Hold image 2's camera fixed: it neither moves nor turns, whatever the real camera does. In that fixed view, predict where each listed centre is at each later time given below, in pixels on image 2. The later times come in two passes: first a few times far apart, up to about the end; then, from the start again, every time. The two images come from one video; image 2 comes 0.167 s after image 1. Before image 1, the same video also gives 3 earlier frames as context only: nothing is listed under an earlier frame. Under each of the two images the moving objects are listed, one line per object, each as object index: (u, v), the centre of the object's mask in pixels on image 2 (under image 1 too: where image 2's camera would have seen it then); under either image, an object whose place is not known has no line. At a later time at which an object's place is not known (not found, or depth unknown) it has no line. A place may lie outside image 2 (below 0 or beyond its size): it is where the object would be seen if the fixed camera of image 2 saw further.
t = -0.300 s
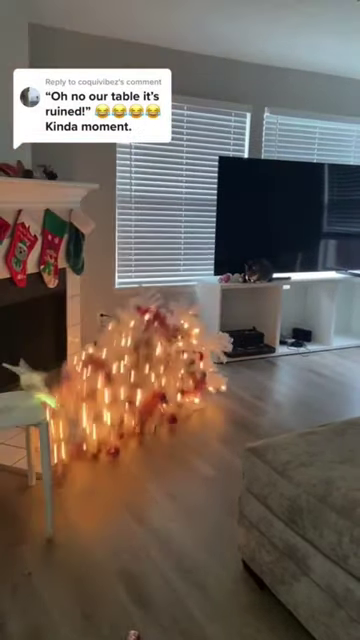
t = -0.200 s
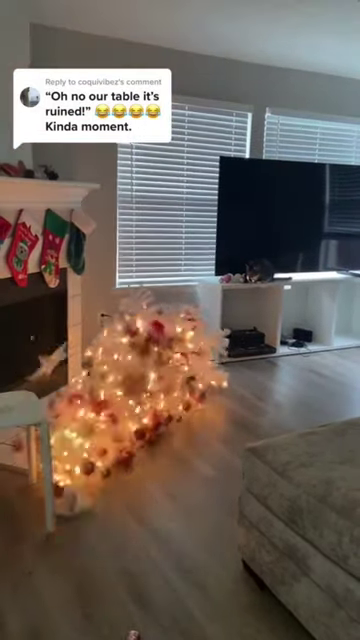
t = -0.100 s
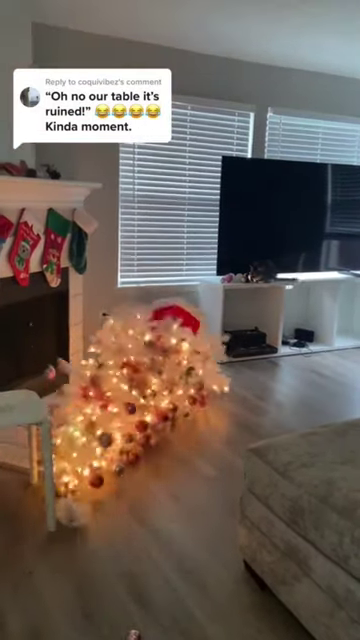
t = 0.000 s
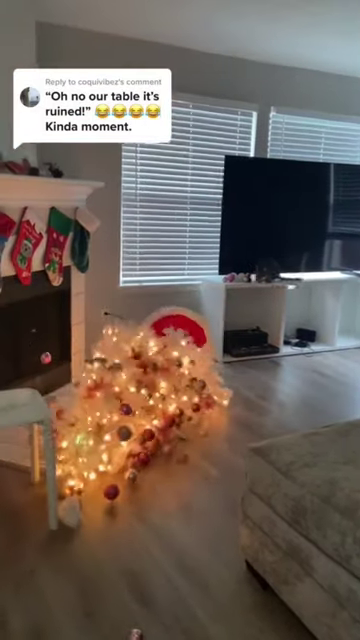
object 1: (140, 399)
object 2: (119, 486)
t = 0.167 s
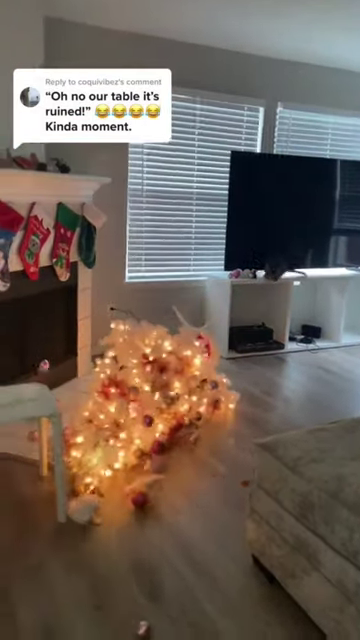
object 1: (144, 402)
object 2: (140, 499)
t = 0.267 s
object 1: (147, 400)
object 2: (157, 513)
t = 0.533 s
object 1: (144, 402)
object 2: (186, 533)
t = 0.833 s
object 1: (147, 402)
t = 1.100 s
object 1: (148, 402)
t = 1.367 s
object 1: (146, 400)
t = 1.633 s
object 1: (144, 399)
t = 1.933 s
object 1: (143, 400)
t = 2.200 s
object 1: (142, 400)
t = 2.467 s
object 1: (142, 400)
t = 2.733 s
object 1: (142, 400)
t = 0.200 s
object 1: (144, 400)
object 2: (147, 500)
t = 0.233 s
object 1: (146, 400)
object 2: (155, 504)
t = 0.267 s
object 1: (147, 400)
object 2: (157, 513)
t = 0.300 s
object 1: (147, 402)
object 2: (160, 513)
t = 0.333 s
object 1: (146, 404)
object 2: (164, 515)
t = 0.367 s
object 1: (146, 404)
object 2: (167, 519)
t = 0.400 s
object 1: (145, 403)
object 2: (170, 523)
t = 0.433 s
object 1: (145, 402)
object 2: (174, 525)
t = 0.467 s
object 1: (144, 402)
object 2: (177, 528)
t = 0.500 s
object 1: (144, 403)
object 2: (182, 532)
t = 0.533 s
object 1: (144, 402)
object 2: (186, 533)
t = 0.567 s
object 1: (143, 402)
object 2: (191, 533)
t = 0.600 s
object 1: (146, 406)
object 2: (196, 536)
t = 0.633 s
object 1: (146, 407)
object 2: (201, 540)
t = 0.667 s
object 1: (146, 407)
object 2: (205, 540)
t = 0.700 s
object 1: (146, 407)
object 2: (209, 543)
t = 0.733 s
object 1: (146, 407)
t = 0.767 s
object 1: (147, 406)
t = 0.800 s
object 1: (146, 406)
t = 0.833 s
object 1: (147, 402)
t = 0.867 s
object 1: (147, 403)
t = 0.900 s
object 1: (147, 402)
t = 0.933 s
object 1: (148, 402)
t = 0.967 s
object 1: (148, 402)
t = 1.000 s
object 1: (149, 401)
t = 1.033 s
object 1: (148, 401)
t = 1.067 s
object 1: (147, 400)
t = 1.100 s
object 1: (148, 402)
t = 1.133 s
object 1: (146, 400)
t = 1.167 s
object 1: (147, 401)
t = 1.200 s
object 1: (146, 401)
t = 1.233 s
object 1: (146, 401)
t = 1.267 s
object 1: (146, 401)
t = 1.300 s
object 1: (146, 401)
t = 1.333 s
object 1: (146, 400)
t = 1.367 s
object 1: (146, 400)
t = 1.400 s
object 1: (145, 400)
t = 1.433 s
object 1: (145, 400)
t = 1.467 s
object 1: (145, 400)
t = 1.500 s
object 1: (145, 400)
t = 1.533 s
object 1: (144, 399)
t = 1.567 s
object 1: (144, 400)
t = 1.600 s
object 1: (144, 400)
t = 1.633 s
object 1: (144, 399)
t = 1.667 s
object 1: (144, 399)
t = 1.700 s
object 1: (144, 399)
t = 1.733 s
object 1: (144, 399)
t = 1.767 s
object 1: (144, 400)
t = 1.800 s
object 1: (143, 400)
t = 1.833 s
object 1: (144, 400)
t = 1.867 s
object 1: (143, 400)
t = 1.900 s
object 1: (143, 400)
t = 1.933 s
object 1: (143, 400)
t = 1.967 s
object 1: (143, 400)
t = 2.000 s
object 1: (143, 400)
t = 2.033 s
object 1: (143, 399)
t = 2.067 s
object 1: (143, 399)
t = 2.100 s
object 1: (142, 399)
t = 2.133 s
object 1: (142, 400)
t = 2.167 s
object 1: (142, 400)
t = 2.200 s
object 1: (142, 400)
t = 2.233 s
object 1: (142, 400)
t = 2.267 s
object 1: (142, 400)
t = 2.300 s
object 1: (142, 400)
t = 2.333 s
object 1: (142, 400)
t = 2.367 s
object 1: (142, 400)
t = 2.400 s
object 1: (142, 400)
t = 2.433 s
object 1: (142, 400)
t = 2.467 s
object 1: (142, 400)
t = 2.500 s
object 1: (142, 400)
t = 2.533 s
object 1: (142, 400)
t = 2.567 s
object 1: (142, 401)
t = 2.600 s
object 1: (142, 400)
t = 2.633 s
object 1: (142, 400)
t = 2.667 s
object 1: (142, 400)
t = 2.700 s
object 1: (142, 401)
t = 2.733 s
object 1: (142, 400)
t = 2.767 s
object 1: (142, 401)
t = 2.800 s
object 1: (142, 400)
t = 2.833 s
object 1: (142, 400)
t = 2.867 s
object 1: (145, 394)
